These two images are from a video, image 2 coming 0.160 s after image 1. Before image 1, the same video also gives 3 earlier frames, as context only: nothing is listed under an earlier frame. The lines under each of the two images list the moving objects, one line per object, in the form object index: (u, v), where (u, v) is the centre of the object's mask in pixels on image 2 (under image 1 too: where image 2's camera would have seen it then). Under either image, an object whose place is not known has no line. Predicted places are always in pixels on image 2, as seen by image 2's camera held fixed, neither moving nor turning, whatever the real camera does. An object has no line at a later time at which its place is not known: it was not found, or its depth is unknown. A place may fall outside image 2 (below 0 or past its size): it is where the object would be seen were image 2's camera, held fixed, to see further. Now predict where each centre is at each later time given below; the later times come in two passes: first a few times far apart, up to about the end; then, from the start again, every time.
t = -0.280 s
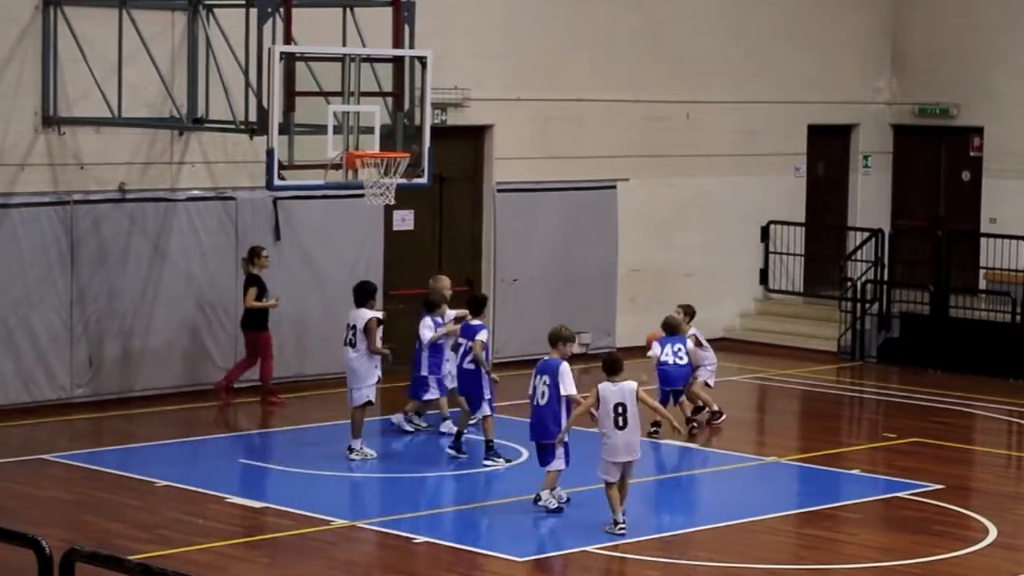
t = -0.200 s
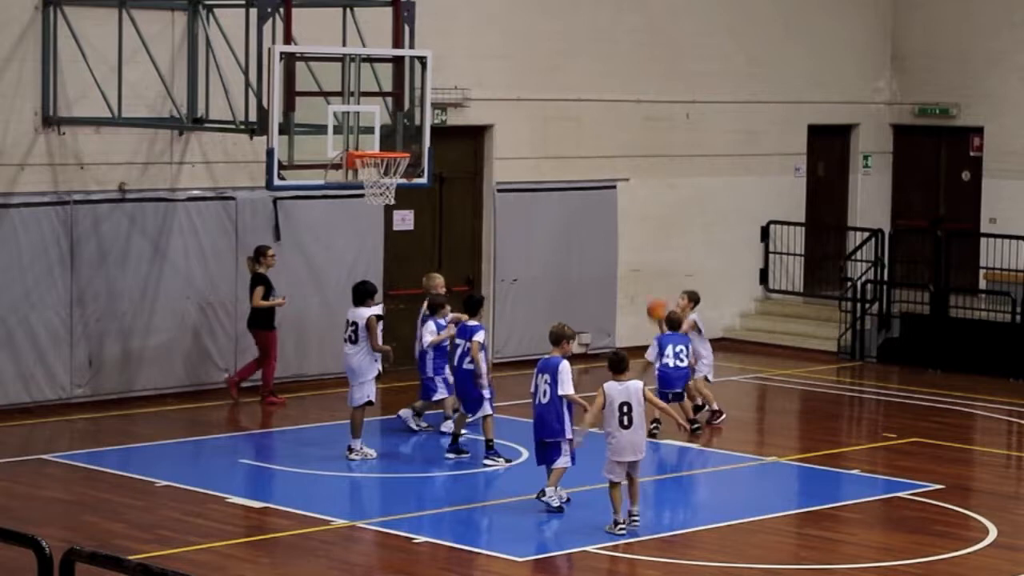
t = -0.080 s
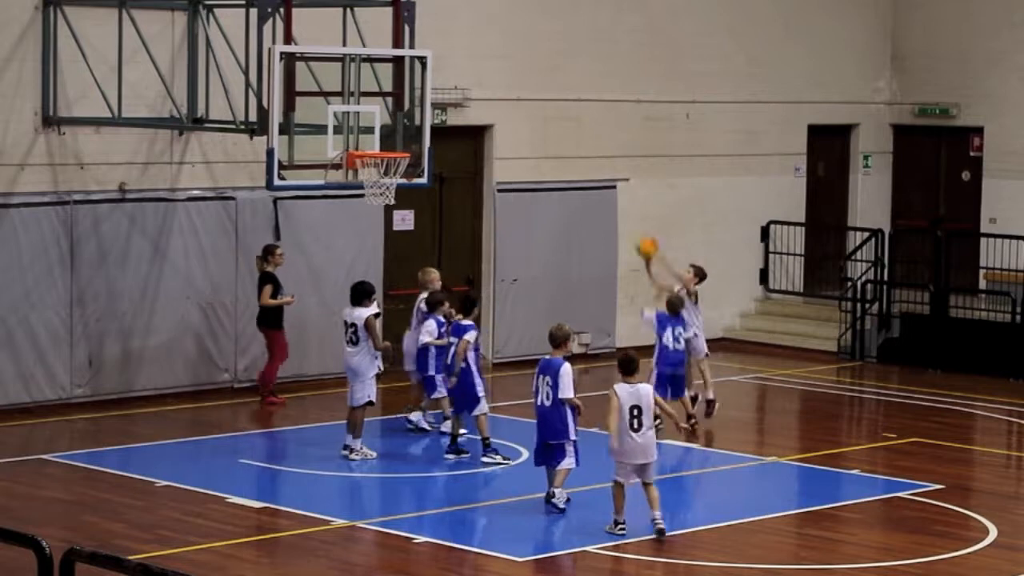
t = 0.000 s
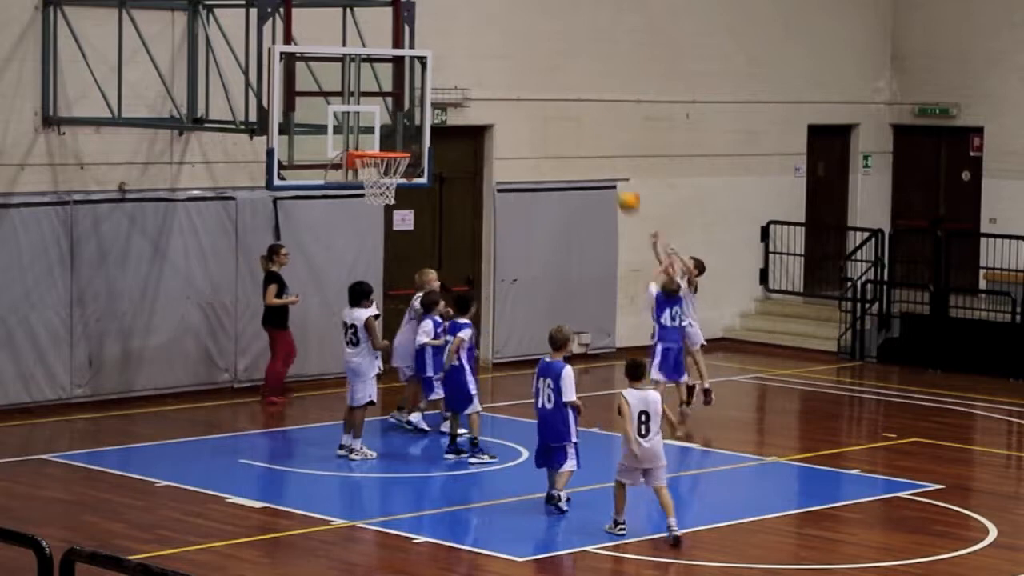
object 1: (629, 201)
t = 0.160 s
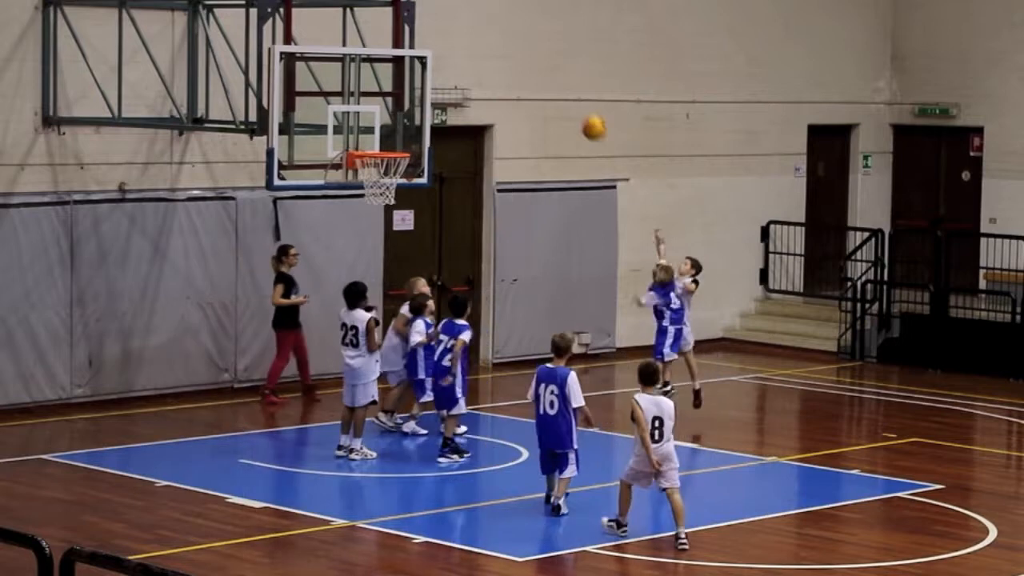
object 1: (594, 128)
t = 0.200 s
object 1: (585, 114)
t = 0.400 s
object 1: (538, 66)
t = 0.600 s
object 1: (490, 60)
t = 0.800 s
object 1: (439, 98)
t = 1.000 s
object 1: (427, 128)
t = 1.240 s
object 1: (488, 107)
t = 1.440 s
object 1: (536, 136)
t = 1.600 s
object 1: (572, 189)
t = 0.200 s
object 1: (585, 114)
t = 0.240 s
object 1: (575, 101)
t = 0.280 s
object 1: (566, 90)
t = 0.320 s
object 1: (557, 80)
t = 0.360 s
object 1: (547, 72)
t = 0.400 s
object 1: (538, 66)
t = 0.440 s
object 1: (528, 62)
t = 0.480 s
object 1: (519, 59)
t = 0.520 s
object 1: (509, 57)
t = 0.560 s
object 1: (499, 58)
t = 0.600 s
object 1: (490, 60)
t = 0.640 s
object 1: (479, 64)
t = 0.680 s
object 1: (470, 71)
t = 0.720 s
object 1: (460, 78)
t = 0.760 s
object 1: (449, 88)
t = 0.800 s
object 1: (439, 98)
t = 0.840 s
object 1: (429, 111)
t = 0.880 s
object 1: (419, 127)
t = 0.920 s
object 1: (410, 142)
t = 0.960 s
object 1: (415, 137)
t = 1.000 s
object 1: (427, 128)
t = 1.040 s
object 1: (438, 119)
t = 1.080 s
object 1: (448, 113)
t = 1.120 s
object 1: (458, 109)
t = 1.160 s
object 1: (468, 107)
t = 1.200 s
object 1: (478, 105)
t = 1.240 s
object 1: (488, 107)
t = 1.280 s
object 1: (498, 110)
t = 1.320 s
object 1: (508, 113)
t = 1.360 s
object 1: (518, 119)
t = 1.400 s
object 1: (527, 127)
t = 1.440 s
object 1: (536, 136)
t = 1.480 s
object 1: (546, 146)
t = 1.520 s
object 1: (553, 159)
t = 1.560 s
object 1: (563, 173)
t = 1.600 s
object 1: (572, 189)
